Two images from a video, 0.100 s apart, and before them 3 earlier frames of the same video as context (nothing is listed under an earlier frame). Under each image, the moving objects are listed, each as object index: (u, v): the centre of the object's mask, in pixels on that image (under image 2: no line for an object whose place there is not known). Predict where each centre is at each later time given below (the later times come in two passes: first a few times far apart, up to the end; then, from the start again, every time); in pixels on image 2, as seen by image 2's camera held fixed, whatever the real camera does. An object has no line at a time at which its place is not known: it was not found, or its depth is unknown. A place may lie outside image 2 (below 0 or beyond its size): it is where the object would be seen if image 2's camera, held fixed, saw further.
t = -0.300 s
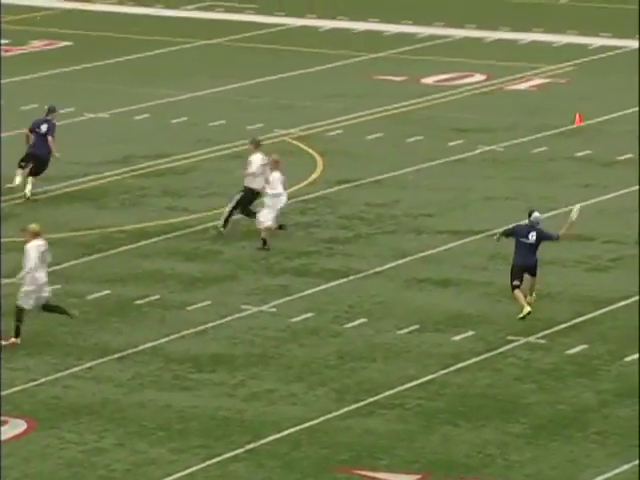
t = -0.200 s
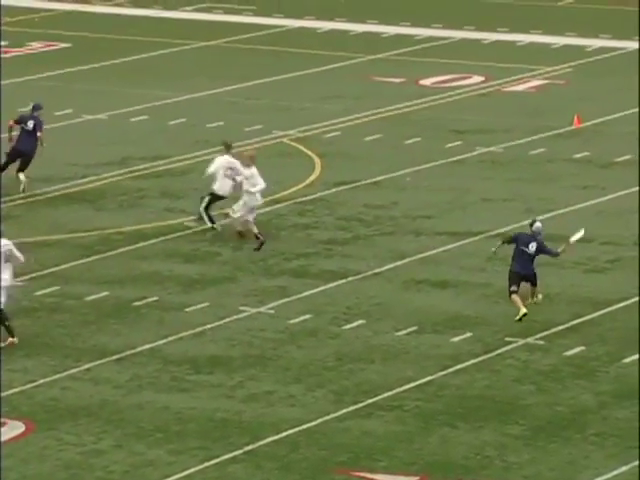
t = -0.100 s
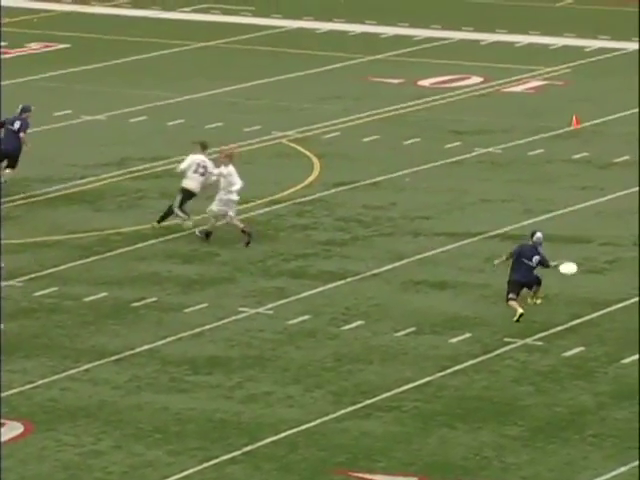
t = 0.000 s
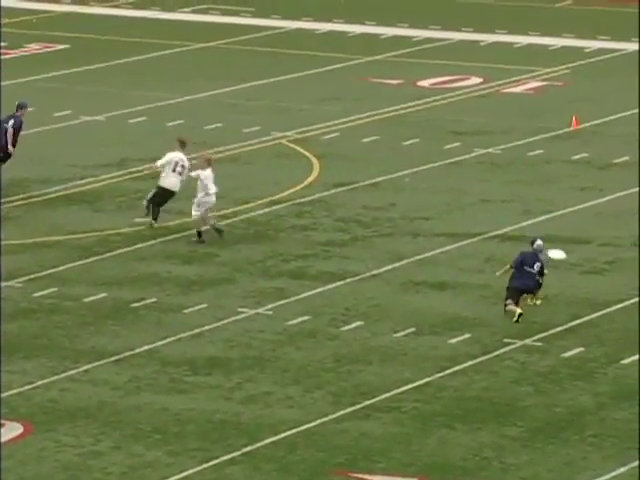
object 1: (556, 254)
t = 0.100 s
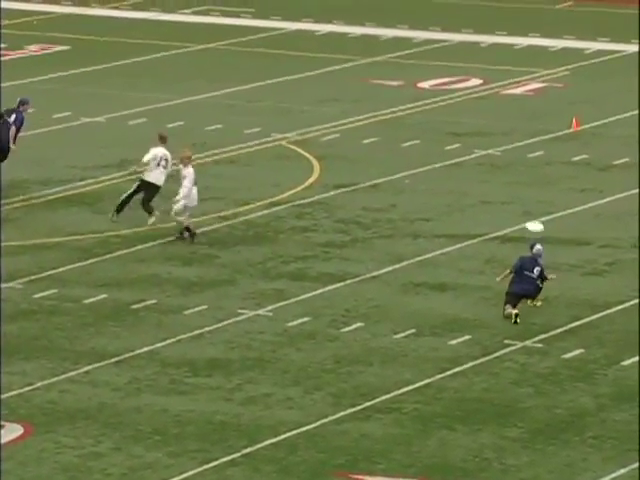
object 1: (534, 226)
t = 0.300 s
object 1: (493, 175)
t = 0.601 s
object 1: (436, 116)
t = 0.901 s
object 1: (382, 71)
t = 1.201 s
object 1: (327, 47)
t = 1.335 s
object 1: (303, 42)
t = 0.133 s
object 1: (527, 217)
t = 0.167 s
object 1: (520, 208)
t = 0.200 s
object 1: (513, 199)
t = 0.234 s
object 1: (507, 191)
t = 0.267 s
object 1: (500, 183)
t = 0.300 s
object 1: (493, 175)
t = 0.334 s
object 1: (487, 168)
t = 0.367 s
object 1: (481, 160)
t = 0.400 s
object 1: (475, 152)
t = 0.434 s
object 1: (468, 146)
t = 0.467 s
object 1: (462, 139)
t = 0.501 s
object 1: (456, 133)
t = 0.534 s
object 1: (449, 127)
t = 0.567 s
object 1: (441, 123)
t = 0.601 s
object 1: (436, 116)
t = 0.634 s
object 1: (429, 111)
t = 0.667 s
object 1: (425, 105)
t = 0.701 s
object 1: (419, 99)
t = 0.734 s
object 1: (413, 94)
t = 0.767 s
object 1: (405, 90)
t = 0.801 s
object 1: (401, 84)
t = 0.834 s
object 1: (395, 79)
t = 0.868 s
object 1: (389, 75)
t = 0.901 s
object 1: (382, 71)
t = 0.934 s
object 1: (377, 67)
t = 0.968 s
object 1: (371, 63)
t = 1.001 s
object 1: (364, 60)
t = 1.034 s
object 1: (359, 57)
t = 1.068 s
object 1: (352, 54)
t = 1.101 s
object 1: (343, 53)
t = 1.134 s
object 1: (340, 50)
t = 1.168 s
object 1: (332, 49)
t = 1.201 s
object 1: (327, 47)
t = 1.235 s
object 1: (322, 45)
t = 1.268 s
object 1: (315, 45)
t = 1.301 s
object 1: (311, 44)
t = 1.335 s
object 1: (303, 42)
